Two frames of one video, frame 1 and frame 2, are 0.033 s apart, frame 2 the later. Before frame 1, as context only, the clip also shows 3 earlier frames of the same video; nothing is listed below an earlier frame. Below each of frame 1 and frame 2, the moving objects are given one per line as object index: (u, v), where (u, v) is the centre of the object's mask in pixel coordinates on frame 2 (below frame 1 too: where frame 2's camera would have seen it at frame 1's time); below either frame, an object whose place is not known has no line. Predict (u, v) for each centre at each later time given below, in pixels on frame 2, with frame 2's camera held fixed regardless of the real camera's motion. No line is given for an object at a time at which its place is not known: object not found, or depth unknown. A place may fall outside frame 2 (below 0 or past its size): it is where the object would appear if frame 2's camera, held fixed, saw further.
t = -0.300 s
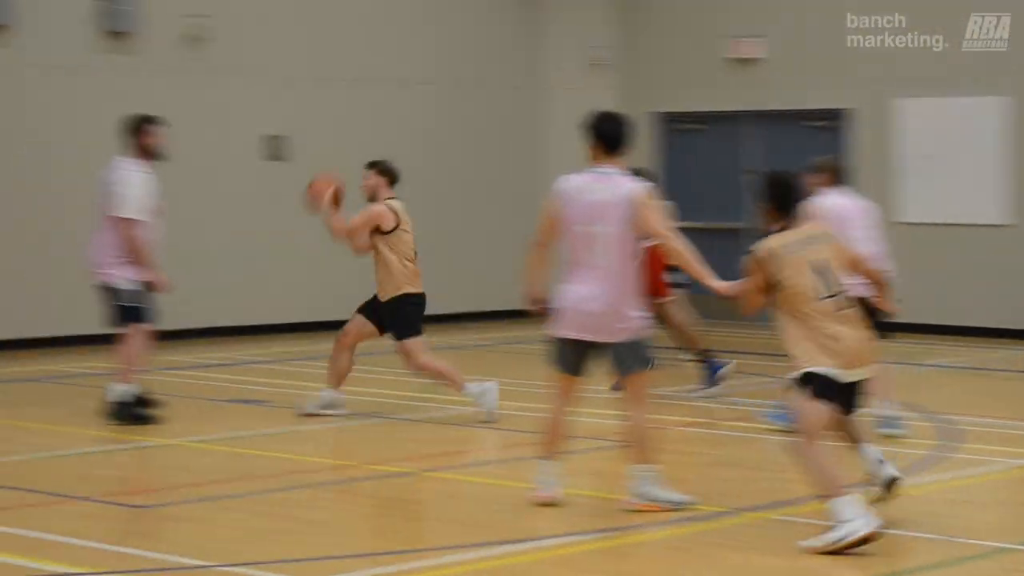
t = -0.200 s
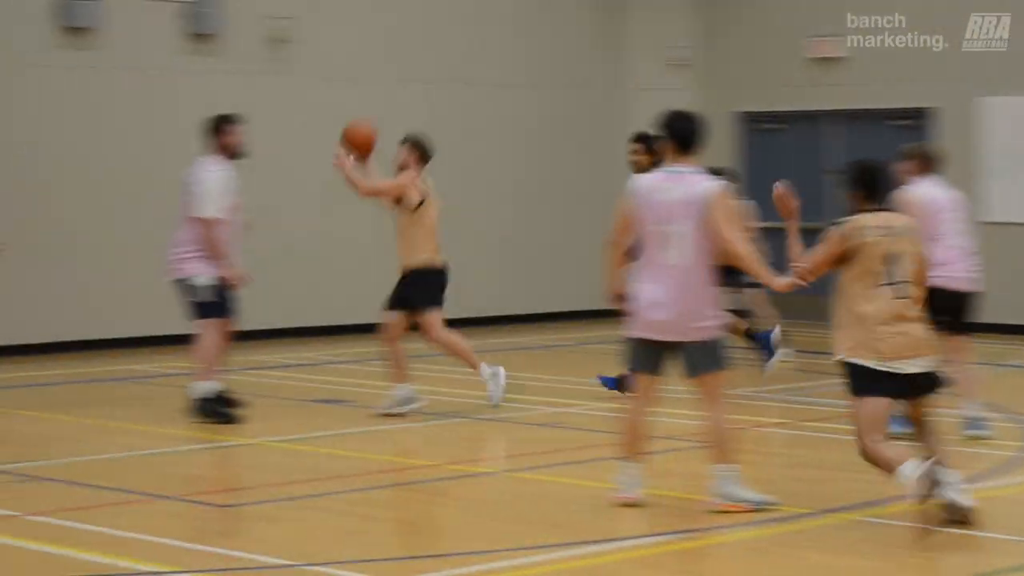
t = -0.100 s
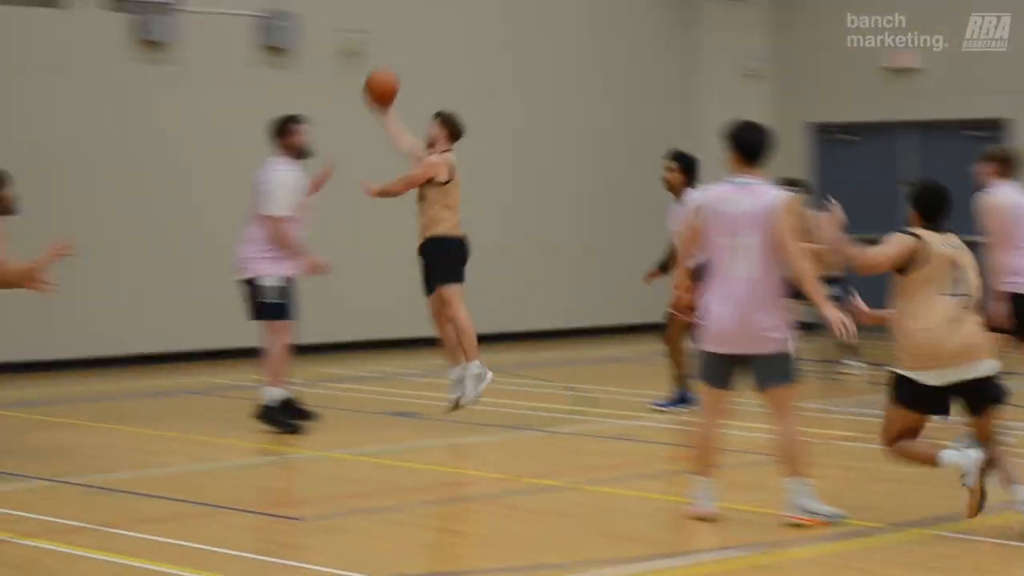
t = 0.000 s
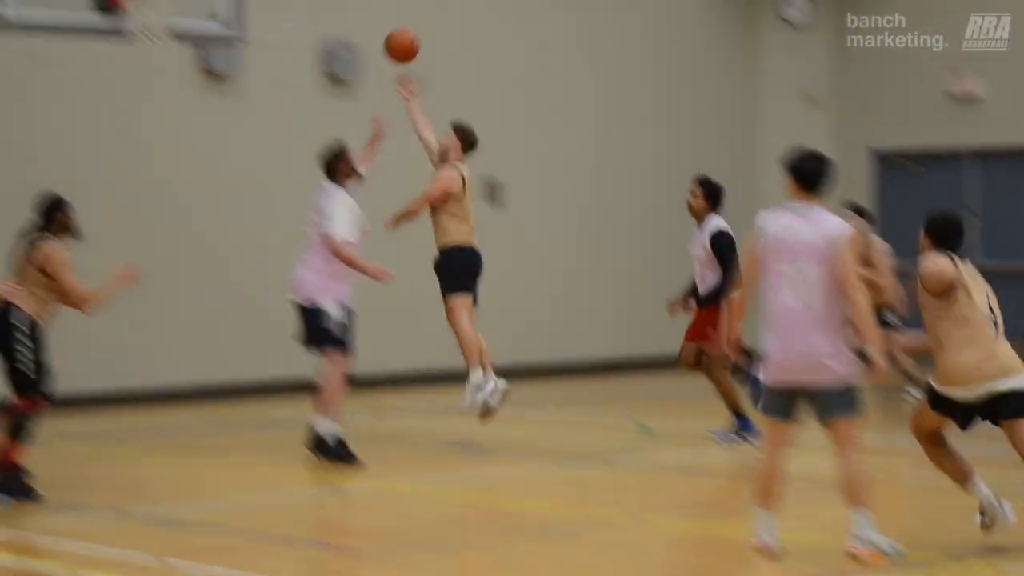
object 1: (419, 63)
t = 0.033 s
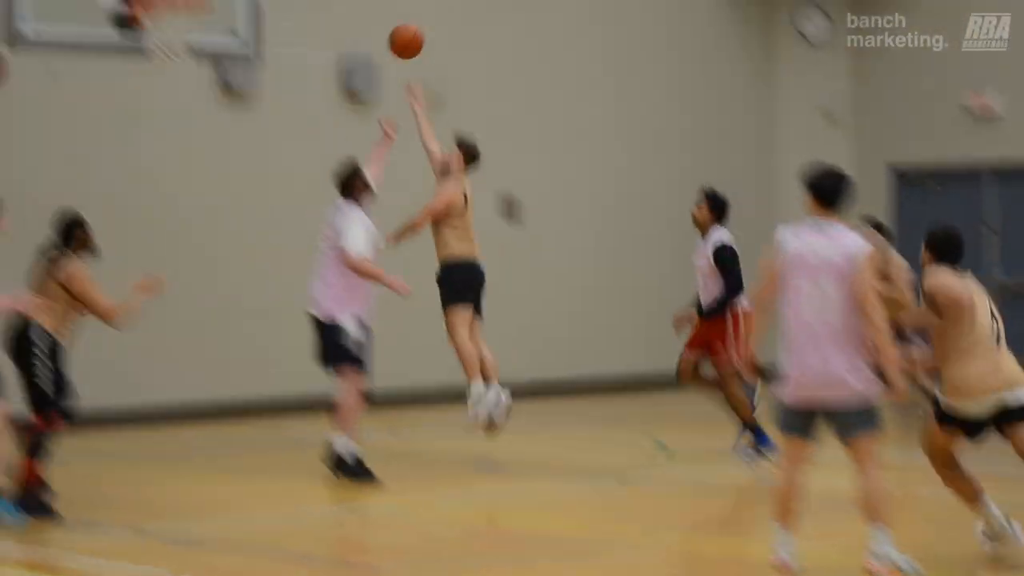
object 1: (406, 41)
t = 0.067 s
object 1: (392, 21)
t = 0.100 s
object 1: (379, 3)
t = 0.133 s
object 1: (366, -13)
